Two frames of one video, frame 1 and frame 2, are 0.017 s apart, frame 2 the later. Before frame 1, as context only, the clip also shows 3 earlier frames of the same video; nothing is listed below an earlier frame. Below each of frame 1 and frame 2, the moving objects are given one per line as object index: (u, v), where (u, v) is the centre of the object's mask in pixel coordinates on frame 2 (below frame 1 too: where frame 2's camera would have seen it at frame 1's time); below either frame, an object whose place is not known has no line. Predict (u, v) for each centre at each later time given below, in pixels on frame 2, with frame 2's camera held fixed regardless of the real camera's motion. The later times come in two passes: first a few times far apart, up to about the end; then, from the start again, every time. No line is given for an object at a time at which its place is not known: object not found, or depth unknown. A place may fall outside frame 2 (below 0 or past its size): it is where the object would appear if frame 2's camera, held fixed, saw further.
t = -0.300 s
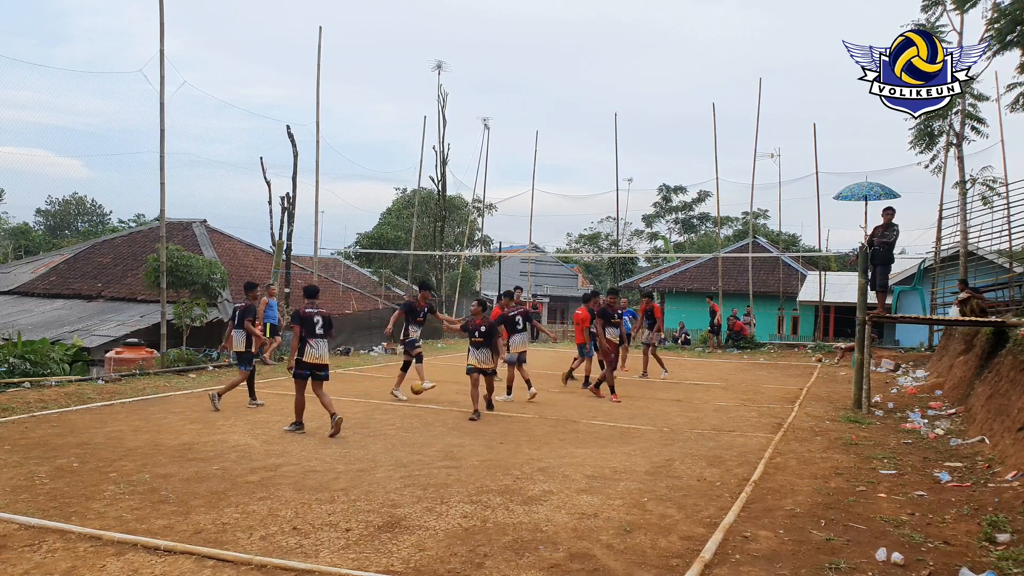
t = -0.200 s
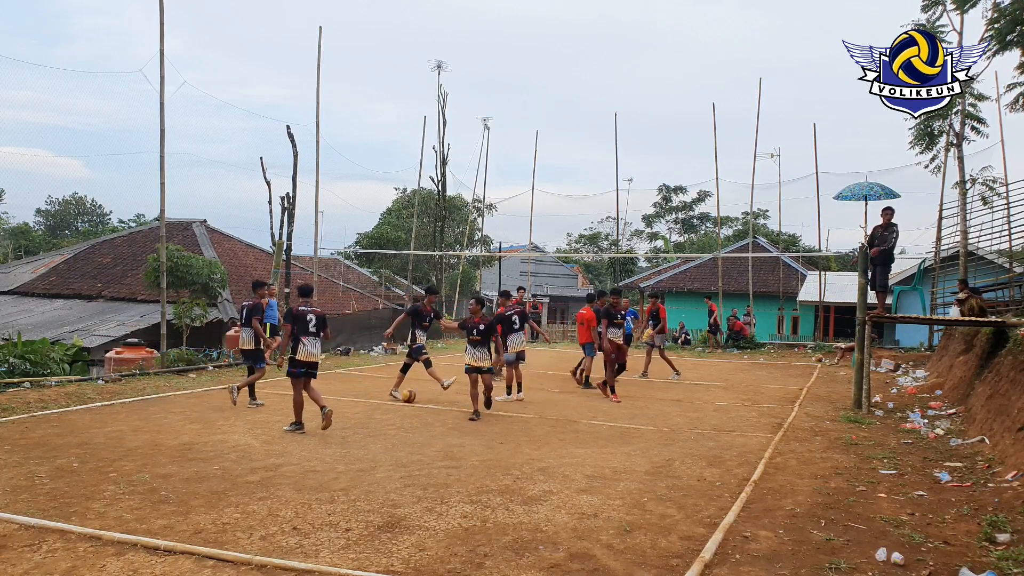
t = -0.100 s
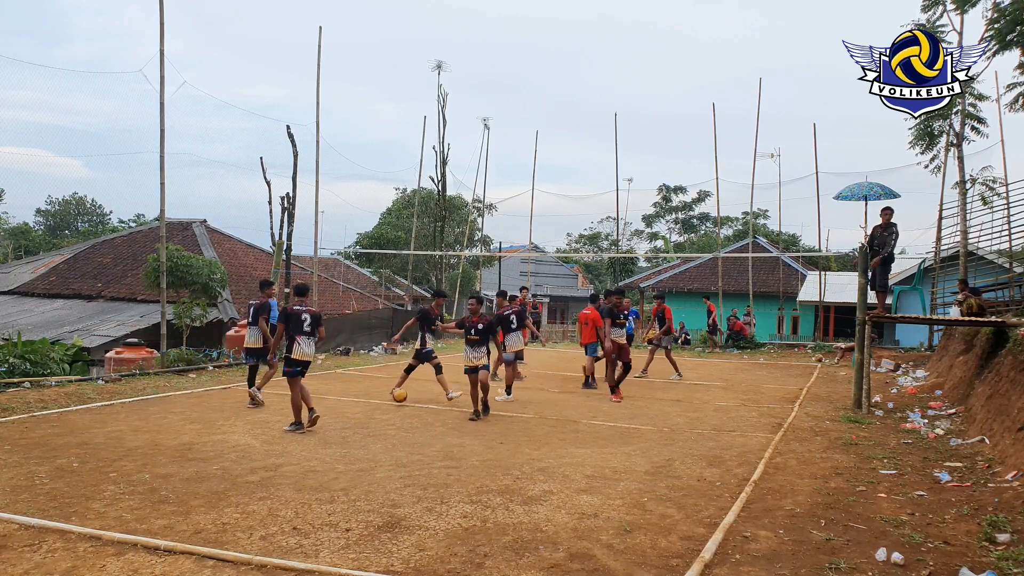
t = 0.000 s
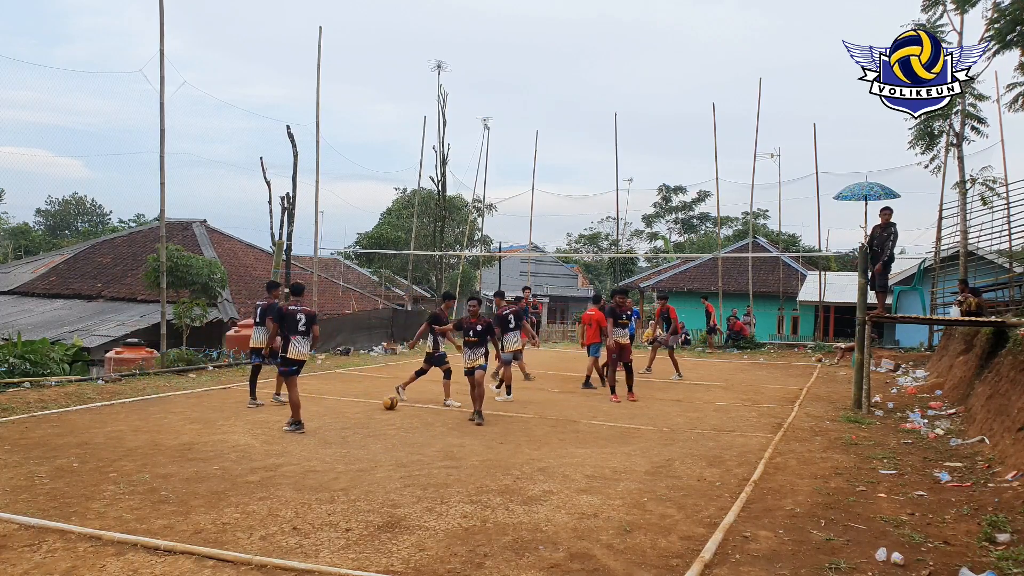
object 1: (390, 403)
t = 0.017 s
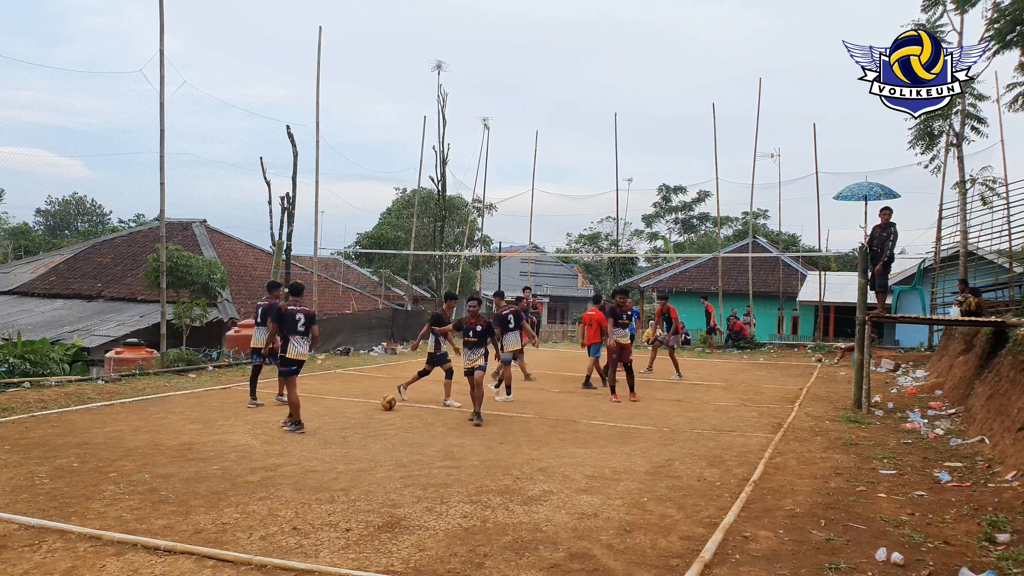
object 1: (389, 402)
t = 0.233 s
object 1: (367, 409)
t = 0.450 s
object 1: (343, 418)
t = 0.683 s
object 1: (314, 425)
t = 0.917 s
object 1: (278, 436)
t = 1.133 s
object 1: (242, 448)
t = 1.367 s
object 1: (198, 465)
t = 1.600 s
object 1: (146, 483)
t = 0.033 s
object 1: (387, 402)
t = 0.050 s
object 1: (385, 402)
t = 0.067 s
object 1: (384, 402)
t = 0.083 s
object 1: (382, 402)
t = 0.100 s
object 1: (380, 403)
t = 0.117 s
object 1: (378, 404)
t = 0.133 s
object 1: (377, 405)
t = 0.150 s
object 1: (375, 406)
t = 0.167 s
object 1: (373, 407)
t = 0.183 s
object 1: (372, 408)
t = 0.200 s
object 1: (370, 408)
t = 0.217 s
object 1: (369, 408)
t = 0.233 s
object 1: (367, 409)
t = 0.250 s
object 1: (365, 409)
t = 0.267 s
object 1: (363, 410)
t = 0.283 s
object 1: (361, 411)
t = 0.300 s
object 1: (359, 412)
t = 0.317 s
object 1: (357, 413)
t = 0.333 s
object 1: (356, 413)
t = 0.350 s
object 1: (354, 413)
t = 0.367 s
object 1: (352, 413)
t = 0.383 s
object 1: (350, 414)
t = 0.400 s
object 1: (349, 415)
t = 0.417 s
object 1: (347, 415)
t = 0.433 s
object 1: (345, 417)
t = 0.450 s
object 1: (343, 418)
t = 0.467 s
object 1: (341, 418)
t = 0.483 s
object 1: (339, 418)
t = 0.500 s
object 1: (337, 418)
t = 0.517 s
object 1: (334, 419)
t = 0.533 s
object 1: (333, 419)
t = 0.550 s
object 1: (331, 419)
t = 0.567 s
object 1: (328, 420)
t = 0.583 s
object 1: (327, 422)
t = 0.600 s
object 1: (325, 423)
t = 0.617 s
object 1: (322, 425)
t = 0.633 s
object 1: (320, 426)
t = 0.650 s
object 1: (318, 426)
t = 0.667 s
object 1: (316, 425)
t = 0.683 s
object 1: (314, 425)
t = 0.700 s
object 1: (311, 426)
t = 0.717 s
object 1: (309, 426)
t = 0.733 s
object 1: (306, 427)
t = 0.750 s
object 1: (304, 428)
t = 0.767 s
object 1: (302, 429)
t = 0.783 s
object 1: (299, 431)
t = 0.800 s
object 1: (296, 433)
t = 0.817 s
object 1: (294, 435)
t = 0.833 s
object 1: (292, 436)
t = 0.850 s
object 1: (289, 435)
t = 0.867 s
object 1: (286, 435)
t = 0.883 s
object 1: (284, 435)
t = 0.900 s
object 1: (281, 435)
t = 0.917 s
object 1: (278, 436)
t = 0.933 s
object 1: (276, 437)
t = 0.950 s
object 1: (273, 439)
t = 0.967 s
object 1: (271, 440)
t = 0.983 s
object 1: (268, 442)
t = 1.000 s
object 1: (265, 444)
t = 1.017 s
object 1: (262, 445)
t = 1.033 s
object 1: (260, 445)
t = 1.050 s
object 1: (257, 445)
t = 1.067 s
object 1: (254, 445)
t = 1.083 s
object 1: (251, 445)
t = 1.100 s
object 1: (248, 446)
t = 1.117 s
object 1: (245, 447)
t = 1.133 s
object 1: (242, 448)
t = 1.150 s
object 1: (239, 451)
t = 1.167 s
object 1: (236, 452)
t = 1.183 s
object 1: (233, 454)
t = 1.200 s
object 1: (230, 455)
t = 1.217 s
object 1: (227, 456)
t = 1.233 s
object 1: (224, 456)
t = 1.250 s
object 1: (221, 457)
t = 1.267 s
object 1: (218, 458)
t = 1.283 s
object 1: (214, 459)
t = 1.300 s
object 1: (211, 461)
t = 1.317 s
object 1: (208, 462)
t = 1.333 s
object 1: (204, 463)
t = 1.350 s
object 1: (201, 464)
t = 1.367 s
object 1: (198, 465)
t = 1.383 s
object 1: (194, 467)
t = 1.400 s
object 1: (191, 469)
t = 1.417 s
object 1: (188, 470)
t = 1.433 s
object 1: (184, 471)
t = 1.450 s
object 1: (180, 472)
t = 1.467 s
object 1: (177, 473)
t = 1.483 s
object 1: (173, 474)
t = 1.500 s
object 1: (170, 475)
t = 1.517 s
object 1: (165, 477)
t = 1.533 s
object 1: (162, 479)
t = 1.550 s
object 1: (157, 480)
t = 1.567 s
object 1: (154, 480)
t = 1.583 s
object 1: (150, 481)
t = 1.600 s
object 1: (146, 483)
